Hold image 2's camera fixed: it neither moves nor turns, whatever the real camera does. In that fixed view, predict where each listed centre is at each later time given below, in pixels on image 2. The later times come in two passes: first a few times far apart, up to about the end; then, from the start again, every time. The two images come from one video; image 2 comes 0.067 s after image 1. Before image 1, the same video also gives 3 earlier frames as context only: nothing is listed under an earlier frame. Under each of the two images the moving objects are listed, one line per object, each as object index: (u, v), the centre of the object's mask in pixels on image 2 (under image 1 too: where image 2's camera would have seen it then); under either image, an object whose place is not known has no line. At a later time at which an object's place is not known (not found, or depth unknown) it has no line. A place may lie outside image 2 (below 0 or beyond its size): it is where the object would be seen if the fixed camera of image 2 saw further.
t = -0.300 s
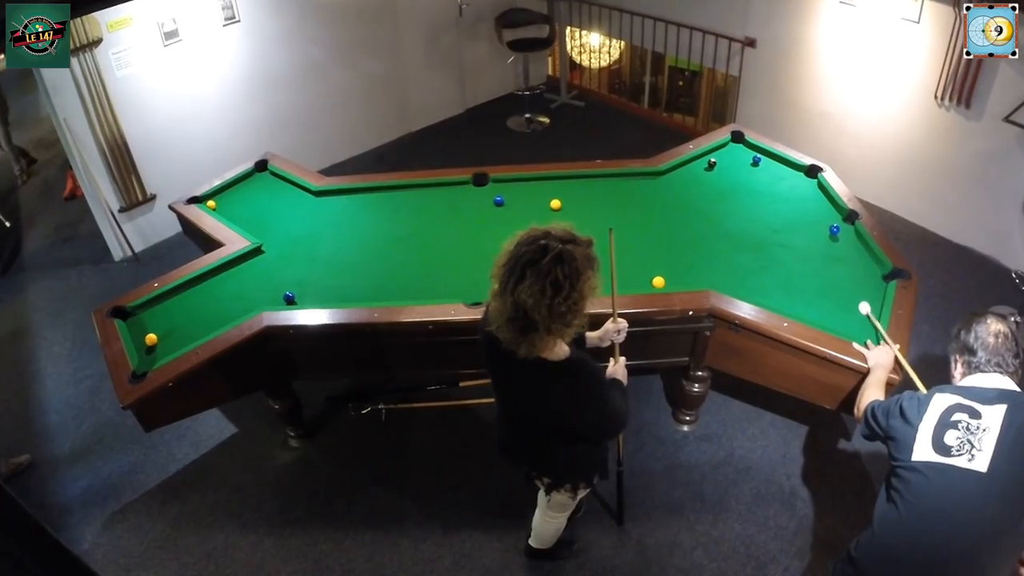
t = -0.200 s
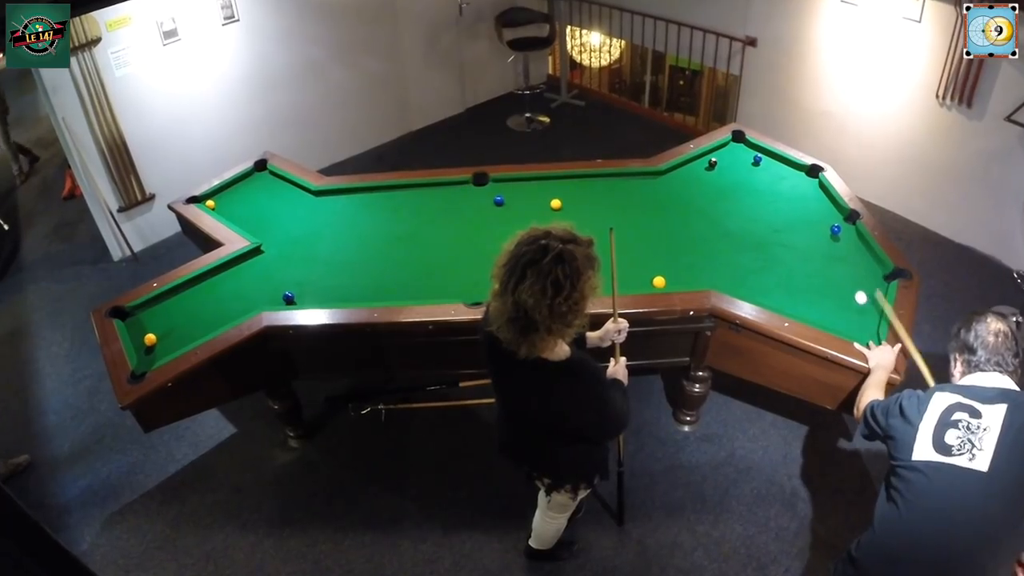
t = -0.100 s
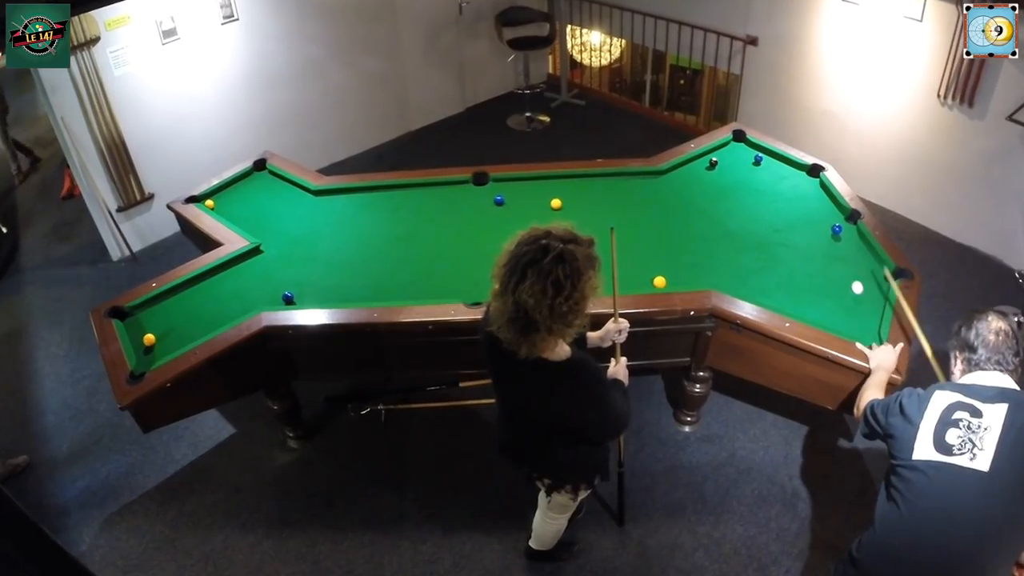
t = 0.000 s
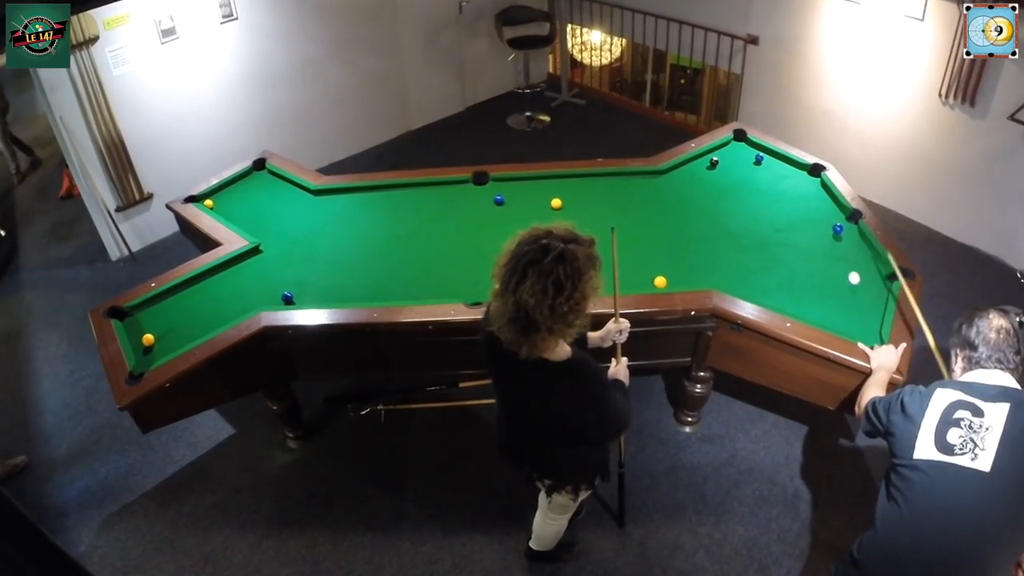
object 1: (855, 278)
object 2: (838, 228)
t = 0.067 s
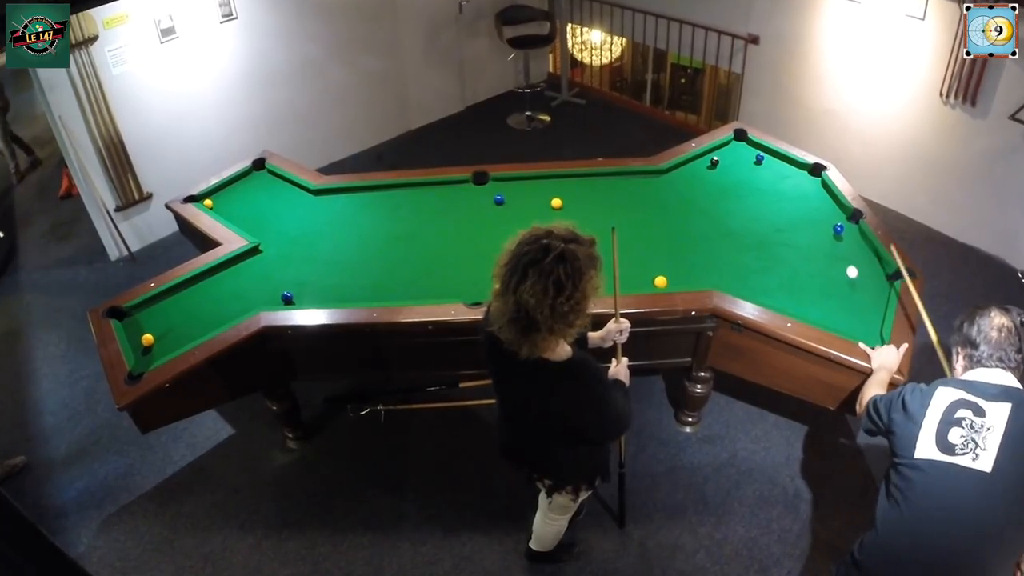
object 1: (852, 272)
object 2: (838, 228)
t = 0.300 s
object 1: (842, 252)
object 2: (838, 228)
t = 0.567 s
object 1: (832, 233)
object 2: (839, 227)
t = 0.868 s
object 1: (815, 219)
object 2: (844, 224)
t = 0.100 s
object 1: (850, 269)
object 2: (838, 228)
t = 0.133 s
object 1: (849, 266)
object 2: (838, 228)
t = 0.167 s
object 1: (848, 263)
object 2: (838, 228)
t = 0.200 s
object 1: (846, 260)
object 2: (838, 228)
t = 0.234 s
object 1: (845, 257)
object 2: (838, 228)
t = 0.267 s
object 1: (844, 255)
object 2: (838, 228)
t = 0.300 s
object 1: (842, 252)
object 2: (838, 228)
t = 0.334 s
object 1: (841, 250)
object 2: (838, 228)
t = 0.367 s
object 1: (840, 247)
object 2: (838, 228)
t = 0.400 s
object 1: (838, 245)
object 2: (838, 228)
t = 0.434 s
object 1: (837, 242)
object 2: (838, 228)
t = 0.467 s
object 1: (836, 240)
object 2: (838, 228)
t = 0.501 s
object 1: (835, 237)
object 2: (838, 227)
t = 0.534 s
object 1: (834, 235)
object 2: (839, 227)
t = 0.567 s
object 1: (832, 233)
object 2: (839, 227)
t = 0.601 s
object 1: (831, 231)
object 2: (840, 227)
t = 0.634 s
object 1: (828, 229)
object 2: (840, 227)
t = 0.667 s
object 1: (826, 228)
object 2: (840, 227)
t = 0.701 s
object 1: (824, 226)
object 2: (841, 226)
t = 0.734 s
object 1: (822, 225)
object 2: (842, 226)
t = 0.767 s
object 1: (821, 223)
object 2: (842, 226)
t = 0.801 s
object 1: (819, 222)
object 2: (843, 225)
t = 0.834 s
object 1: (817, 220)
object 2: (844, 225)
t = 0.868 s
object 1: (815, 219)
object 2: (844, 224)
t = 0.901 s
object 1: (813, 217)
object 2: (845, 224)
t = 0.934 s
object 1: (811, 216)
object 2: (846, 224)
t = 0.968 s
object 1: (809, 215)
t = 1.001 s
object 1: (808, 213)
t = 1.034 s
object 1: (806, 212)
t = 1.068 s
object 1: (804, 211)
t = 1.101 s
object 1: (803, 210)
